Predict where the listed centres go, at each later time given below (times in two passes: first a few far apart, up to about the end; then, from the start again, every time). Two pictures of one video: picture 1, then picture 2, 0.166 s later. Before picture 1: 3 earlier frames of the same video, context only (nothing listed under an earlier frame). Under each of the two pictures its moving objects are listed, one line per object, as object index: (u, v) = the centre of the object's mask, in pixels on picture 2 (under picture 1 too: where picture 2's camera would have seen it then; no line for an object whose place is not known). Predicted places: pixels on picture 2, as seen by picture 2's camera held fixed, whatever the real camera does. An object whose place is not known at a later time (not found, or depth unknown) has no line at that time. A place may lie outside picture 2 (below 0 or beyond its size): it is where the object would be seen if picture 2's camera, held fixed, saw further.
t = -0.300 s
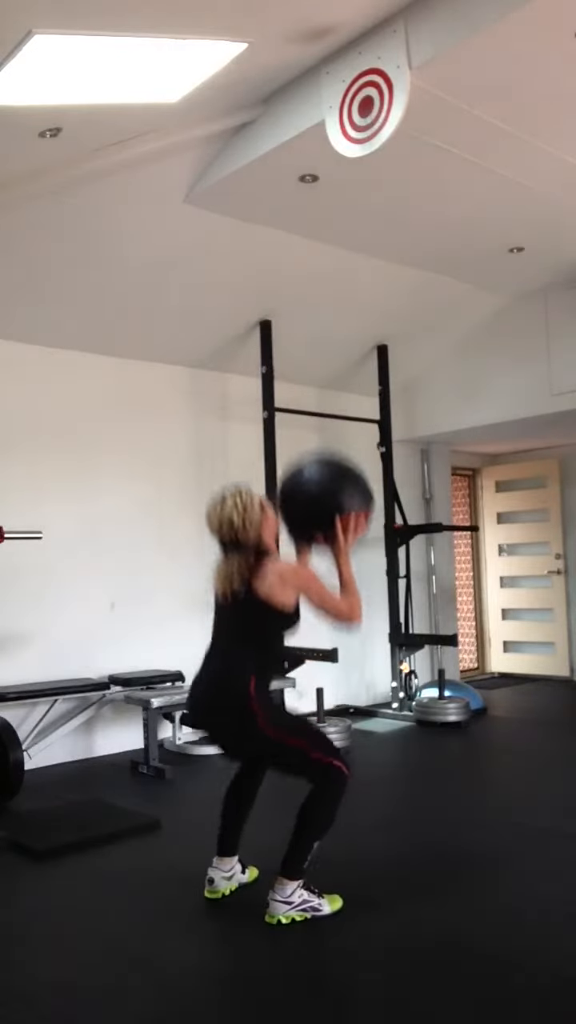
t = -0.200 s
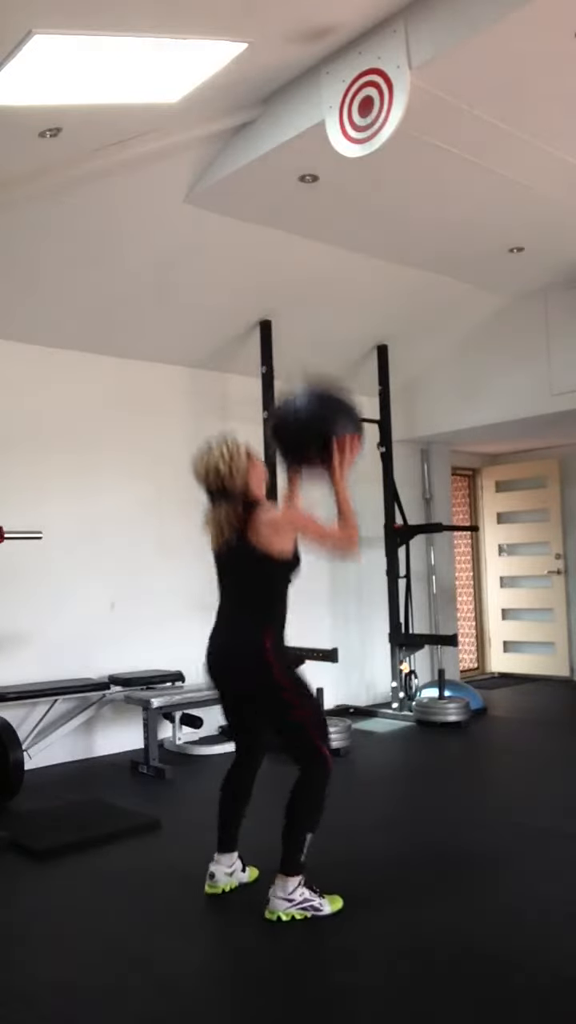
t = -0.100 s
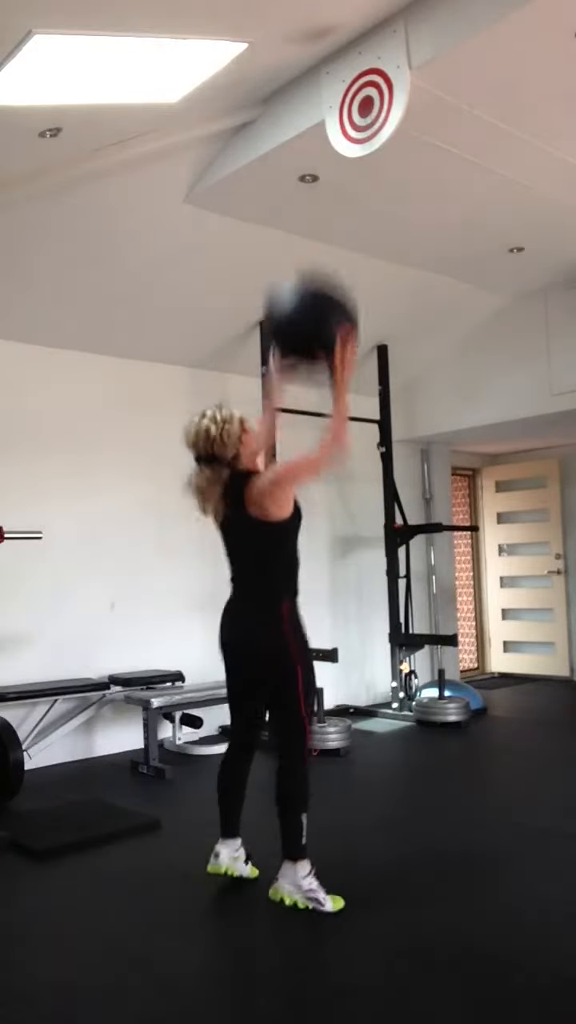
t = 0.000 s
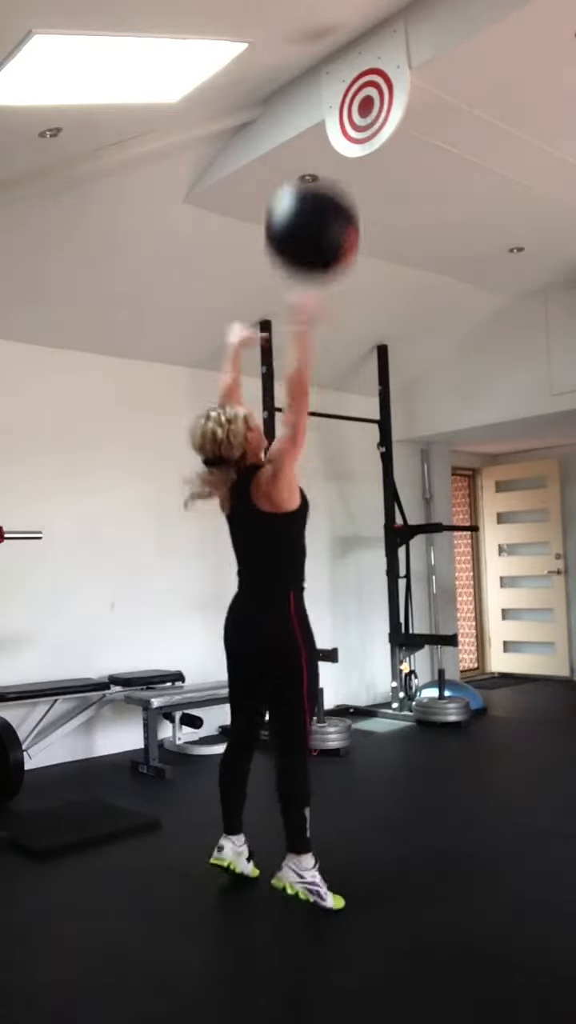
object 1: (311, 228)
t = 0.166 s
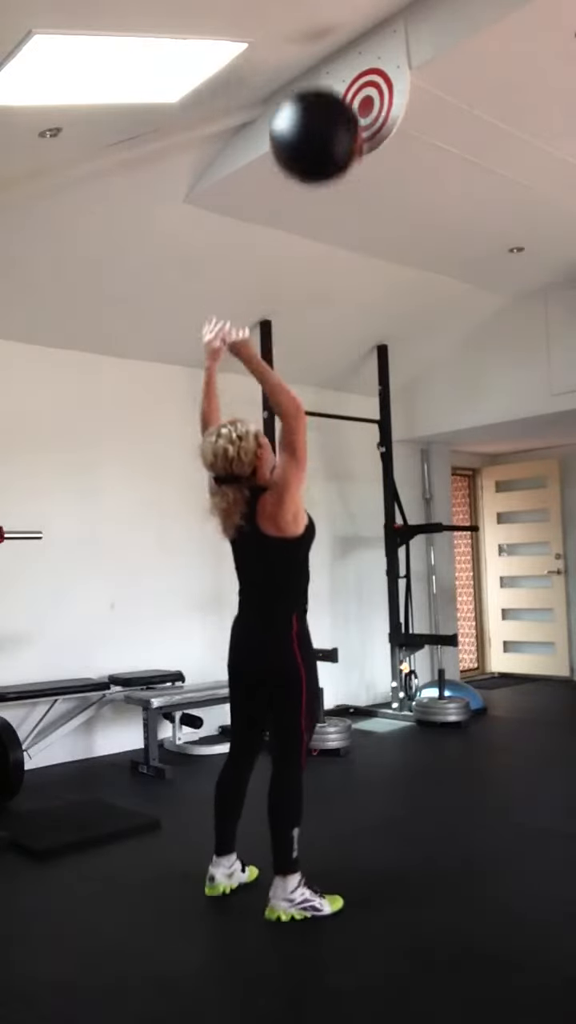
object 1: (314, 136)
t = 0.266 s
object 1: (319, 114)
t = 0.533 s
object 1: (324, 158)
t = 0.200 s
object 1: (316, 126)
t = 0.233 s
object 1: (317, 118)
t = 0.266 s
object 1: (319, 114)
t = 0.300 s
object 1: (321, 112)
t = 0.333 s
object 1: (322, 112)
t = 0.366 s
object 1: (323, 115)
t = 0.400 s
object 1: (324, 121)
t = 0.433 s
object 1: (326, 128)
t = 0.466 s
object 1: (327, 137)
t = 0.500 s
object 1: (326, 146)
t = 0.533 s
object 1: (324, 158)
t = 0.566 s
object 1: (324, 173)
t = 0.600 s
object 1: (323, 189)
